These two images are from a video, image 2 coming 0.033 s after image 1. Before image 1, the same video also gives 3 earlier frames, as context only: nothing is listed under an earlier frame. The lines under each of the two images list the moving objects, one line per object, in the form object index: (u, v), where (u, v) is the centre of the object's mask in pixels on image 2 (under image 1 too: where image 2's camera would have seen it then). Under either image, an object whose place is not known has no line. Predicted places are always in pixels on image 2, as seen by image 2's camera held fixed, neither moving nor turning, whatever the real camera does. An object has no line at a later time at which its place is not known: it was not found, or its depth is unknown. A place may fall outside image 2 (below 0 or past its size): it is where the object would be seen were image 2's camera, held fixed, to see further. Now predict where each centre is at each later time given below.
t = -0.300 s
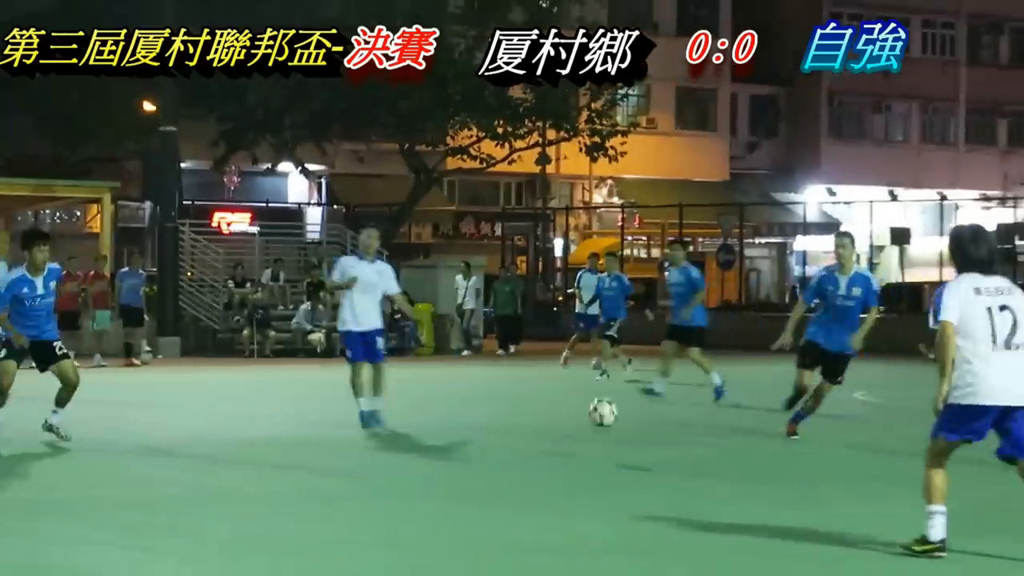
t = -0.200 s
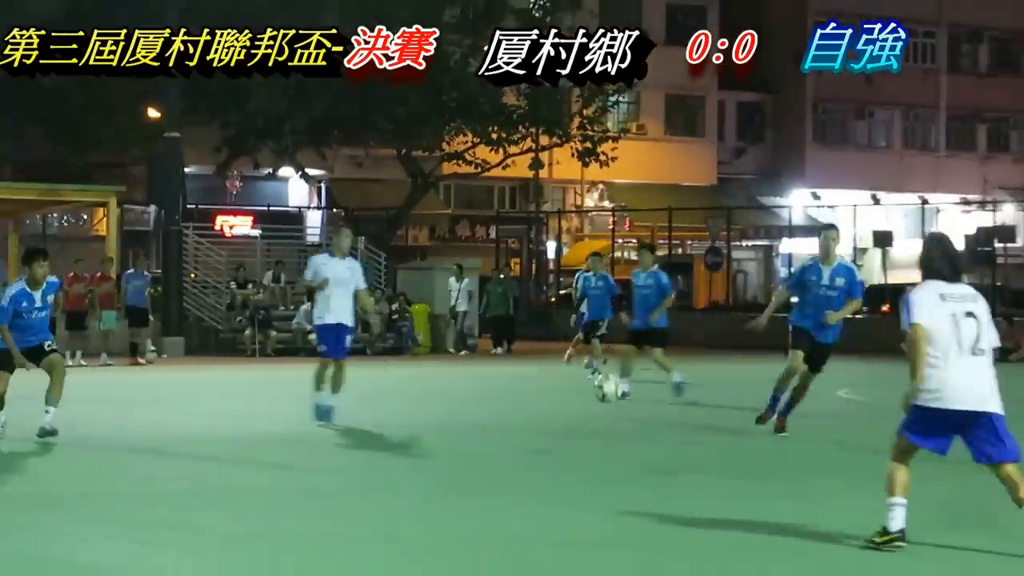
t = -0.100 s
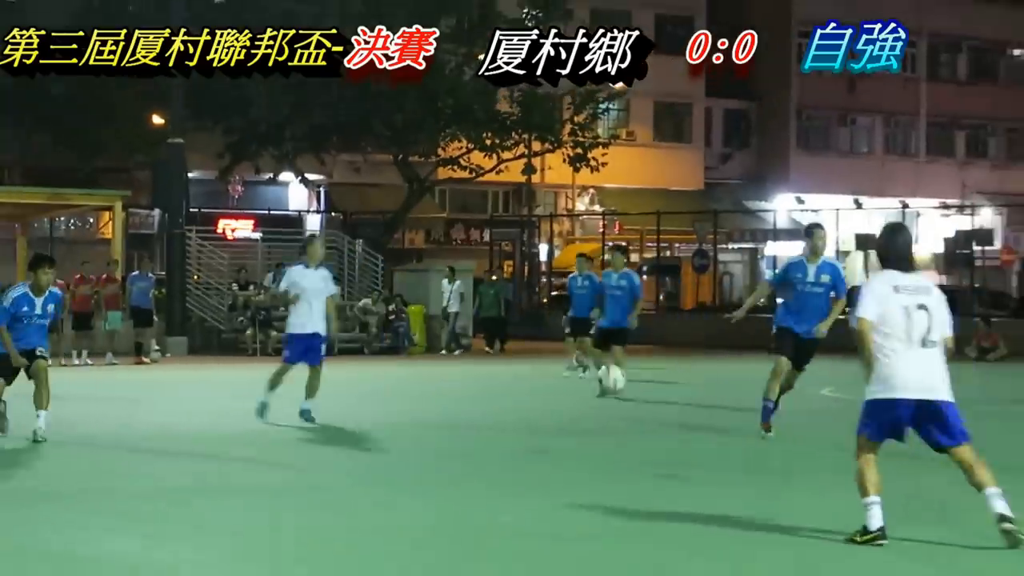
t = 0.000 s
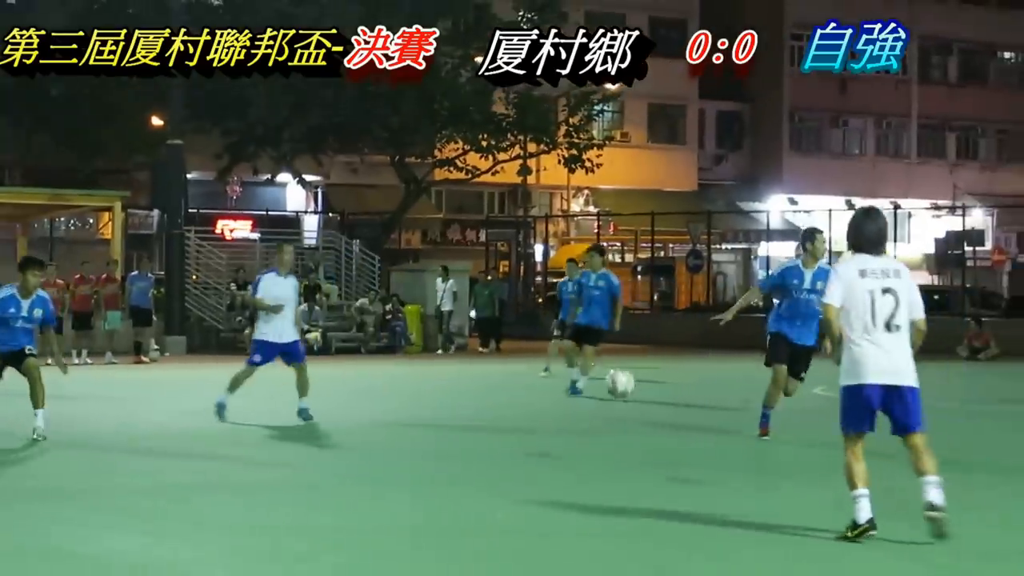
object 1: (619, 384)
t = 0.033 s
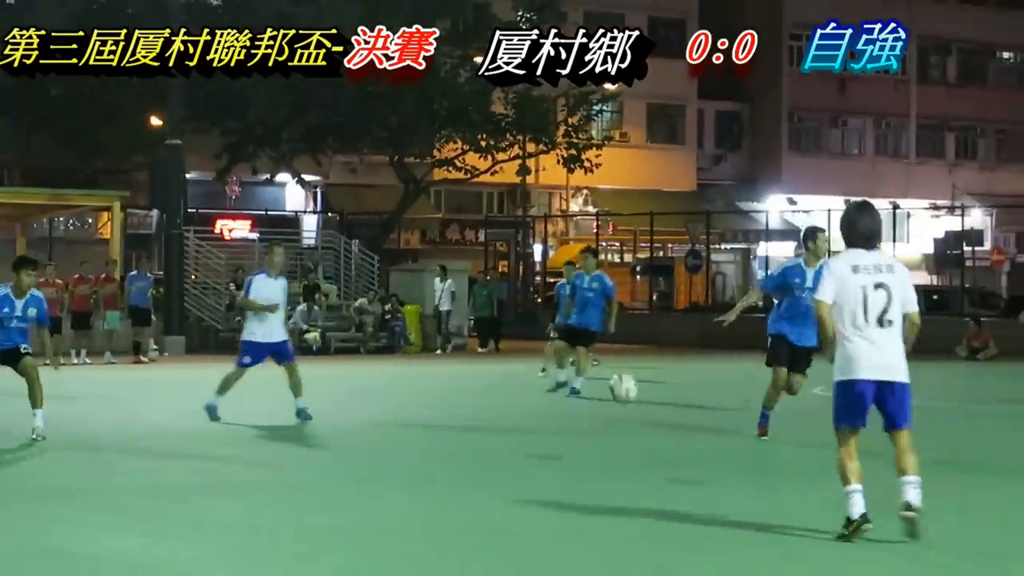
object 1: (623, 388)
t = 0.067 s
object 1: (628, 395)
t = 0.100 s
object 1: (633, 403)
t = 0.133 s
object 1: (639, 413)
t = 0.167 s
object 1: (645, 425)
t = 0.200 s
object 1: (652, 439)
